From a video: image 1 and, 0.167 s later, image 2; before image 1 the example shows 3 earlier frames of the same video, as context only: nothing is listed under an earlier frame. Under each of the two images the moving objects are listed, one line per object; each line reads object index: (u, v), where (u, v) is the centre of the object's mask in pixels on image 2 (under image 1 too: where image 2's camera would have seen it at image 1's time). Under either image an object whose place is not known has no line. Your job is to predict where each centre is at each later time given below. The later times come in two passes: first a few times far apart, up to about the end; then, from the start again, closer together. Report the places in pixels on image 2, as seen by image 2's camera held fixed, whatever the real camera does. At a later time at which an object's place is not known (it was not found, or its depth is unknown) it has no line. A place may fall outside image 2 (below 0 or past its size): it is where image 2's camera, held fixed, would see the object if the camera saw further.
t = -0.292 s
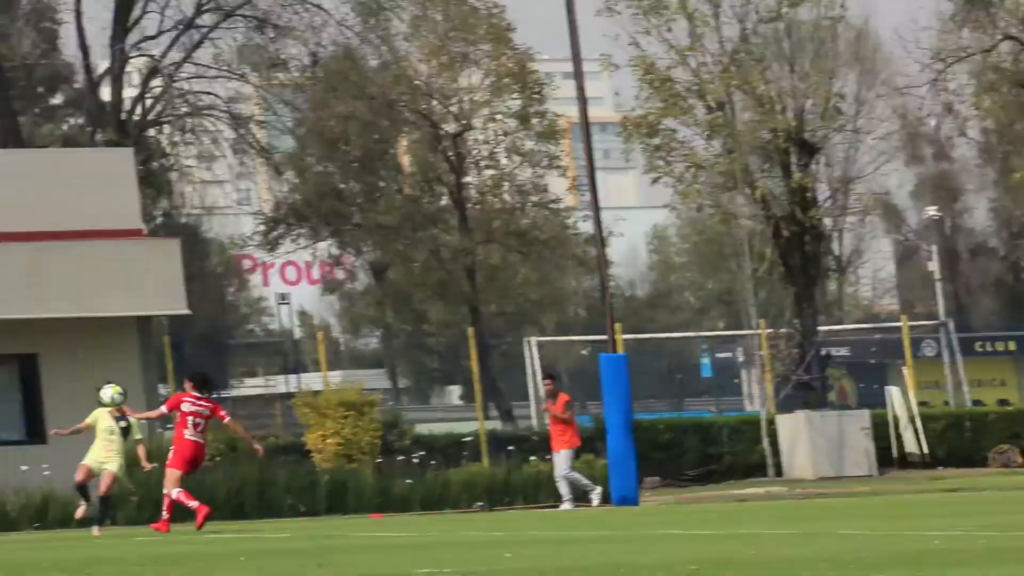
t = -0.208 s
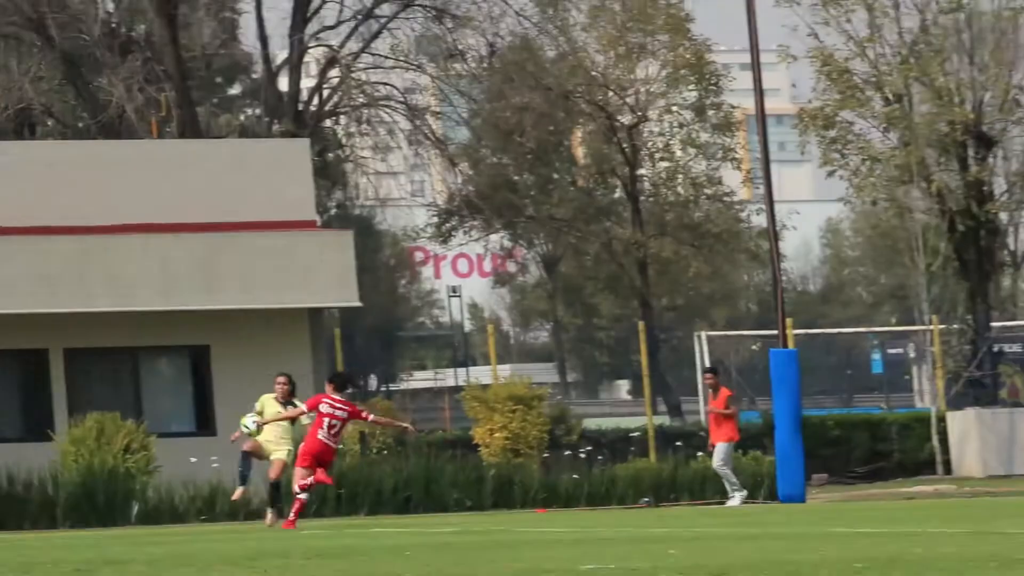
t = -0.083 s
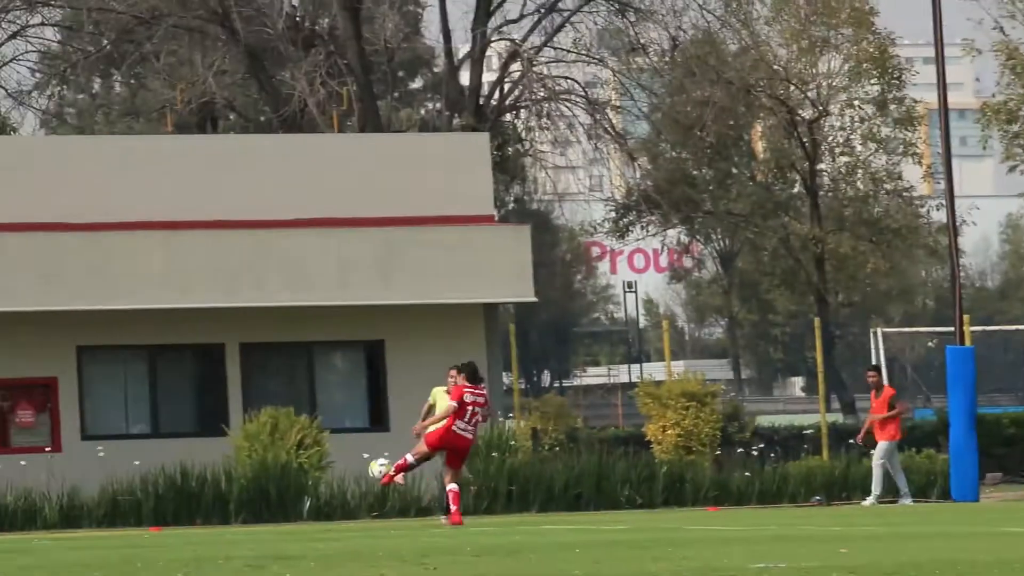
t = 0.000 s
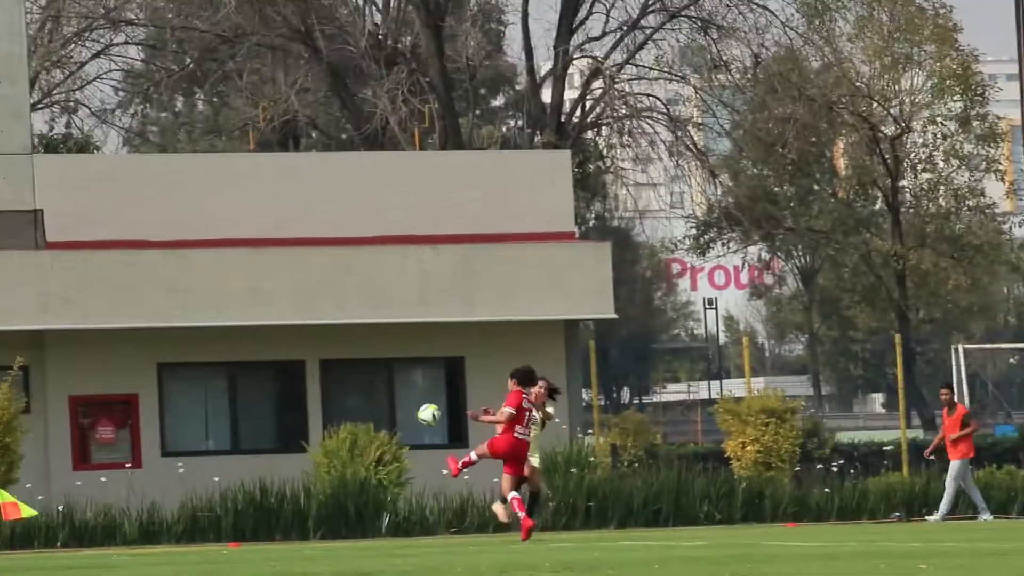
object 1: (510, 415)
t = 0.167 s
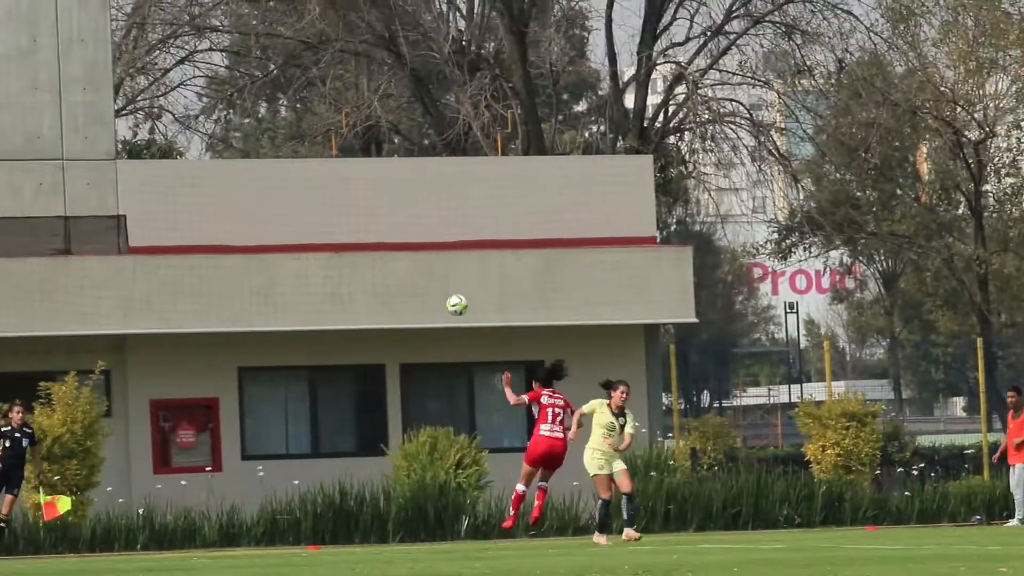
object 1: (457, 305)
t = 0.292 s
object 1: (421, 241)
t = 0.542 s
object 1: (358, 169)
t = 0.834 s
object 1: (301, 154)
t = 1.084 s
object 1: (304, 189)
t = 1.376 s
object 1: (332, 272)
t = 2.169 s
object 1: (394, 429)
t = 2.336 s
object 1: (402, 410)
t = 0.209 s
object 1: (444, 281)
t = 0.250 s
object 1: (432, 260)
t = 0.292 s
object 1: (421, 241)
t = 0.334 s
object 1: (409, 226)
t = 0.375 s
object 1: (398, 211)
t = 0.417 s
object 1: (387, 198)
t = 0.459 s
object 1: (377, 187)
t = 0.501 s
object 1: (368, 177)
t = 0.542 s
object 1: (358, 169)
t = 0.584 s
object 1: (349, 163)
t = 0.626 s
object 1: (341, 156)
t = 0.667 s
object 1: (331, 151)
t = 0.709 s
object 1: (322, 149)
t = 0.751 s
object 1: (314, 149)
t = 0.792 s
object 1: (306, 152)
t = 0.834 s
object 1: (301, 154)
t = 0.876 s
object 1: (300, 158)
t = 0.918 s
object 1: (300, 163)
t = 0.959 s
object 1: (300, 168)
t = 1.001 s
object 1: (301, 175)
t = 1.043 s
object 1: (302, 182)
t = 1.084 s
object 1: (304, 189)
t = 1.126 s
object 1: (308, 197)
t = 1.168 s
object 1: (312, 205)
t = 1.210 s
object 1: (316, 216)
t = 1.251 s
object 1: (320, 227)
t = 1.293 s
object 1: (324, 240)
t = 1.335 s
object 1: (328, 255)
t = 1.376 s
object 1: (332, 272)
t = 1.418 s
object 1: (337, 290)
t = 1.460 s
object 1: (341, 310)
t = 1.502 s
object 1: (345, 330)
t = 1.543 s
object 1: (349, 352)
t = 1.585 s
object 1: (354, 376)
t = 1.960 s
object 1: (383, 488)
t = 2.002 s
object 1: (385, 474)
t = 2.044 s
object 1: (388, 460)
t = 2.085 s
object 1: (389, 449)
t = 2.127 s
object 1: (391, 438)
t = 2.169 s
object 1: (394, 429)
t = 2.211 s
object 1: (396, 422)
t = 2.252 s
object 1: (398, 417)
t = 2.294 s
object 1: (400, 413)
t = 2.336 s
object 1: (402, 410)
